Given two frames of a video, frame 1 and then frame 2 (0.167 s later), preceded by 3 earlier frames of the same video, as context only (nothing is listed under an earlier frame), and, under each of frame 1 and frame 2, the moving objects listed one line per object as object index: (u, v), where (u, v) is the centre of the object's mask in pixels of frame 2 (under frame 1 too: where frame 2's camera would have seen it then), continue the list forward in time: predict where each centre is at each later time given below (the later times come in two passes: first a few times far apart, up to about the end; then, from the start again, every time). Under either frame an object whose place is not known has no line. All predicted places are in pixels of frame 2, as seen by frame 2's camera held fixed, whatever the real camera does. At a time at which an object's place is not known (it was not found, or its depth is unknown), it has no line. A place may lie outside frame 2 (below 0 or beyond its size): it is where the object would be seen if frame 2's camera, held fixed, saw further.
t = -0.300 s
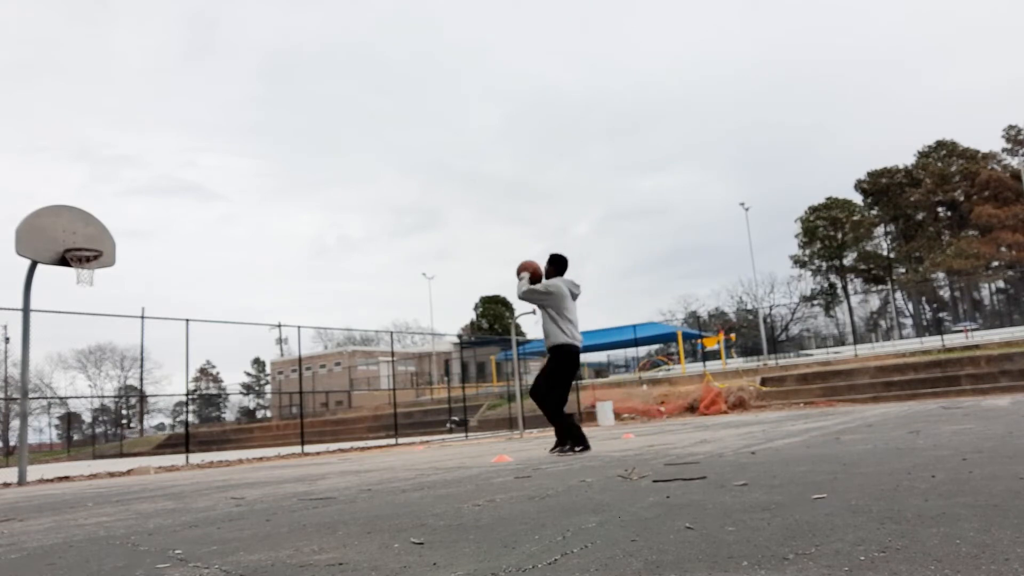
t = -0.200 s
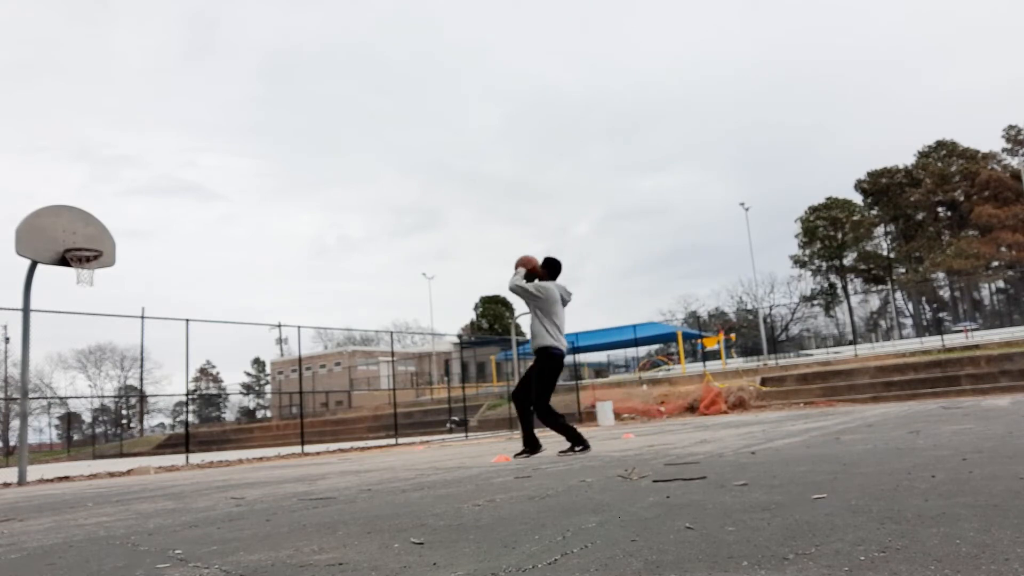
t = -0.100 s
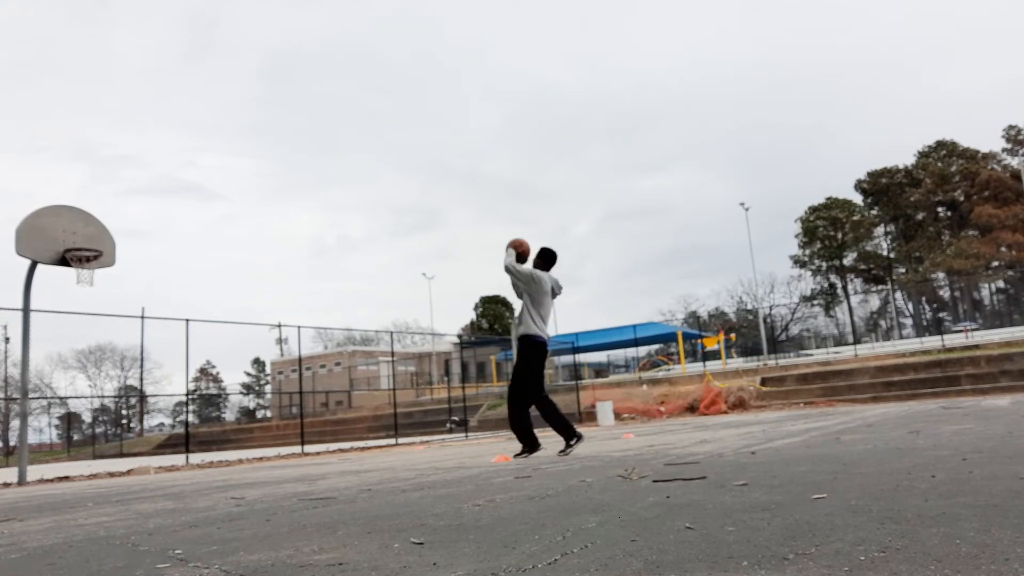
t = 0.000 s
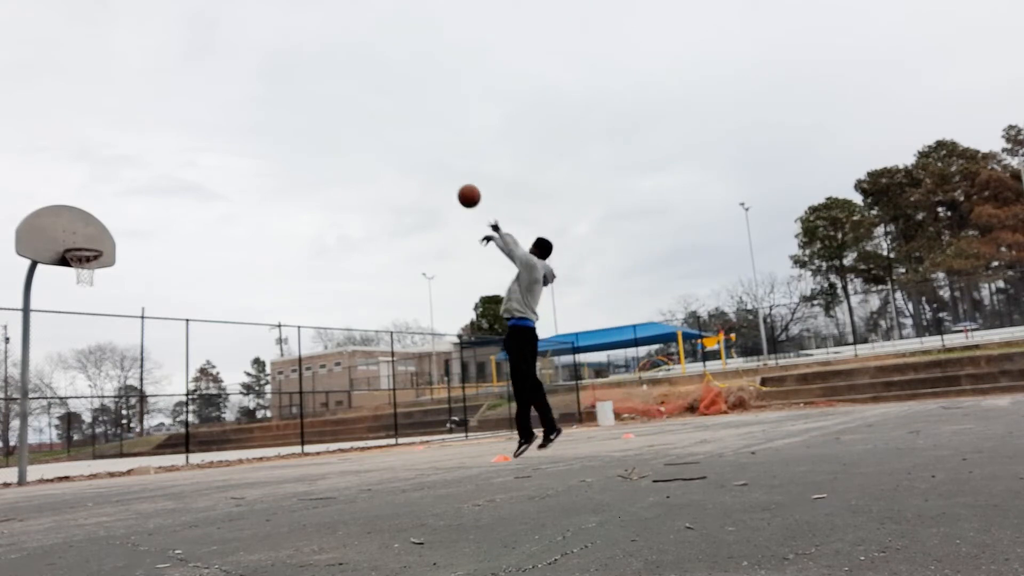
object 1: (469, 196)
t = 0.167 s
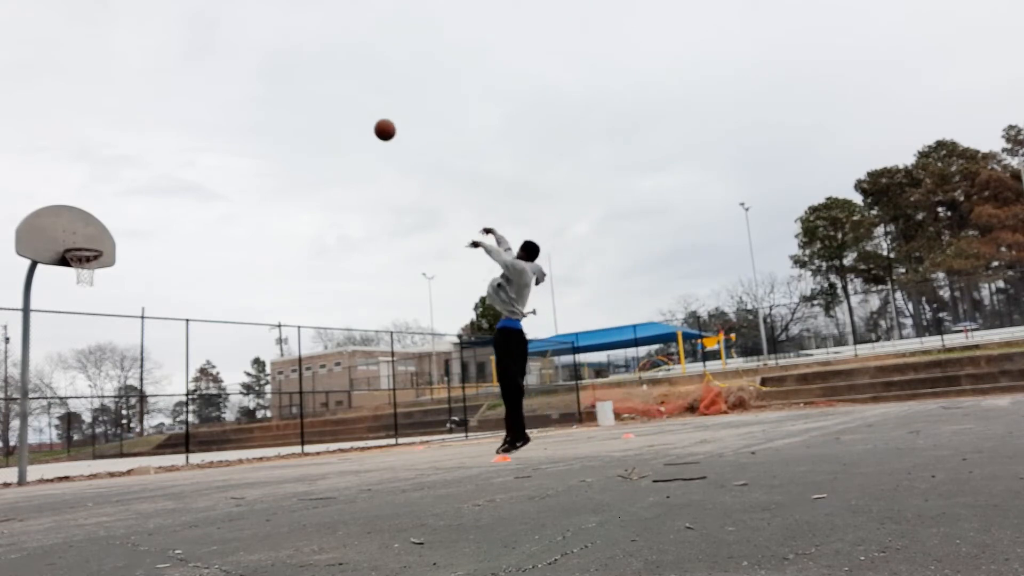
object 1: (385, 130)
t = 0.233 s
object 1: (356, 113)
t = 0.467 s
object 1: (271, 91)
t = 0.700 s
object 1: (203, 112)
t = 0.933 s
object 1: (147, 169)
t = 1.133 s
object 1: (103, 240)
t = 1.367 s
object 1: (119, 213)
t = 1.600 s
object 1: (155, 203)
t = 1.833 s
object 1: (191, 228)
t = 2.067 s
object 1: (228, 290)
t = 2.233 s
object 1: (256, 358)
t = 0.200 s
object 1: (370, 121)
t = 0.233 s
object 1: (356, 113)
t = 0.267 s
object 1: (342, 107)
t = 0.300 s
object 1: (329, 102)
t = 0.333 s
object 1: (316, 98)
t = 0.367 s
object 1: (304, 95)
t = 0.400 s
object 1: (293, 93)
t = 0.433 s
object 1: (282, 91)
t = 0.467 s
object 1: (271, 91)
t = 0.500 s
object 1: (260, 92)
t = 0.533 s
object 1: (250, 93)
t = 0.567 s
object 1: (240, 95)
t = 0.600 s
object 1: (231, 98)
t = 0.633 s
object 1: (221, 102)
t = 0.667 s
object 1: (212, 107)
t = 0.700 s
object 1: (203, 112)
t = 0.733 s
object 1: (195, 118)
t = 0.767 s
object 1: (186, 125)
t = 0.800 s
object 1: (178, 133)
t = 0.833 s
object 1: (170, 141)
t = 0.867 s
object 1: (162, 149)
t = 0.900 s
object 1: (154, 159)
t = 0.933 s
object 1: (147, 169)
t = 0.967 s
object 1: (140, 179)
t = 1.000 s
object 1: (132, 190)
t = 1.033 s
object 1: (125, 202)
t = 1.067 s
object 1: (118, 214)
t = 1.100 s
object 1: (110, 227)
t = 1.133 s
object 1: (103, 240)
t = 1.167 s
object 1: (99, 246)
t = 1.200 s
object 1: (99, 241)
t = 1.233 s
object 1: (97, 237)
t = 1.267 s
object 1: (103, 229)
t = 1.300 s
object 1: (109, 223)
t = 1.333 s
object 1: (114, 218)
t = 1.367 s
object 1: (119, 213)
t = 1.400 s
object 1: (125, 210)
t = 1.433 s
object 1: (130, 207)
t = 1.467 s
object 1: (135, 205)
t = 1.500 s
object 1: (140, 203)
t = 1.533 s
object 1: (145, 202)
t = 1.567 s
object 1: (150, 202)
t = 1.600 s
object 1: (155, 203)
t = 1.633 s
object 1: (160, 204)
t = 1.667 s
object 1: (166, 207)
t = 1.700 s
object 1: (170, 210)
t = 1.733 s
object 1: (176, 213)
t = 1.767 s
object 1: (181, 217)
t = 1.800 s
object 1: (186, 223)
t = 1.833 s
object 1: (191, 228)
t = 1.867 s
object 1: (196, 235)
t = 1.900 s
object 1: (201, 242)
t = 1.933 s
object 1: (207, 250)
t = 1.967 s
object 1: (212, 259)
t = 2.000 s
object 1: (217, 268)
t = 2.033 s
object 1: (223, 279)
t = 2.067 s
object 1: (228, 290)
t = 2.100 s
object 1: (233, 302)
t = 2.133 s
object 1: (239, 315)
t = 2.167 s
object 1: (244, 328)
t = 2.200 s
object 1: (250, 342)
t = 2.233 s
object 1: (256, 358)
